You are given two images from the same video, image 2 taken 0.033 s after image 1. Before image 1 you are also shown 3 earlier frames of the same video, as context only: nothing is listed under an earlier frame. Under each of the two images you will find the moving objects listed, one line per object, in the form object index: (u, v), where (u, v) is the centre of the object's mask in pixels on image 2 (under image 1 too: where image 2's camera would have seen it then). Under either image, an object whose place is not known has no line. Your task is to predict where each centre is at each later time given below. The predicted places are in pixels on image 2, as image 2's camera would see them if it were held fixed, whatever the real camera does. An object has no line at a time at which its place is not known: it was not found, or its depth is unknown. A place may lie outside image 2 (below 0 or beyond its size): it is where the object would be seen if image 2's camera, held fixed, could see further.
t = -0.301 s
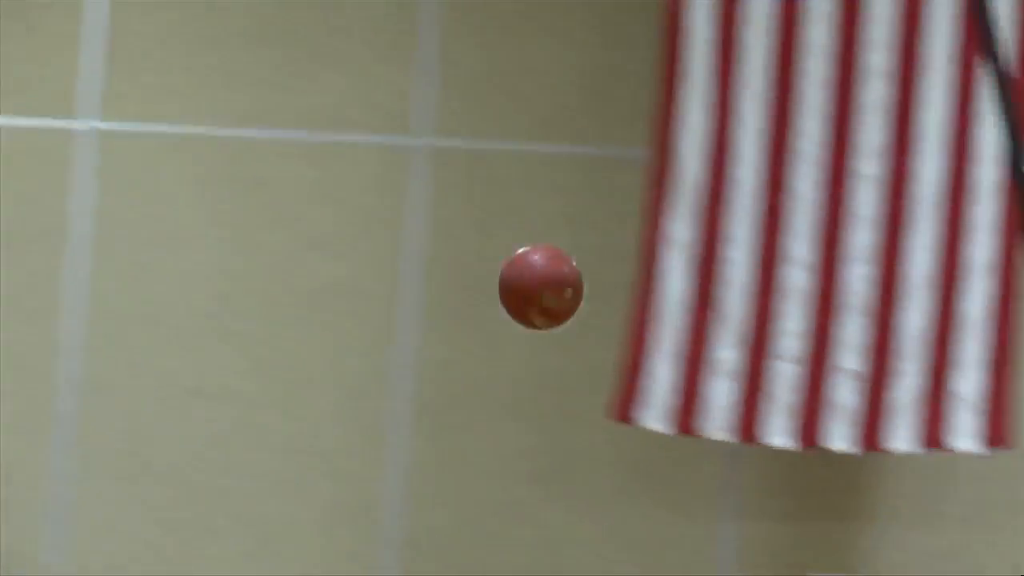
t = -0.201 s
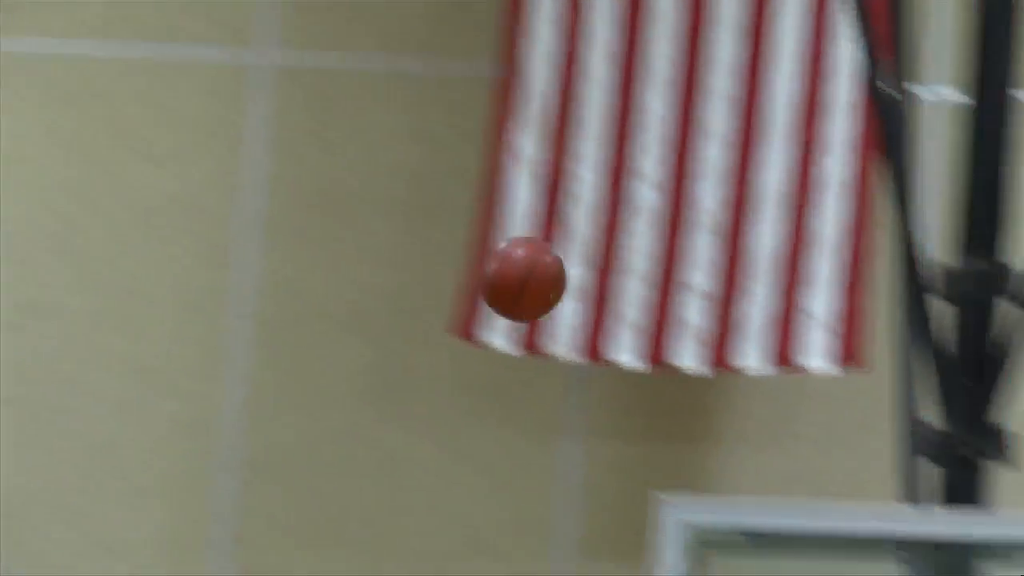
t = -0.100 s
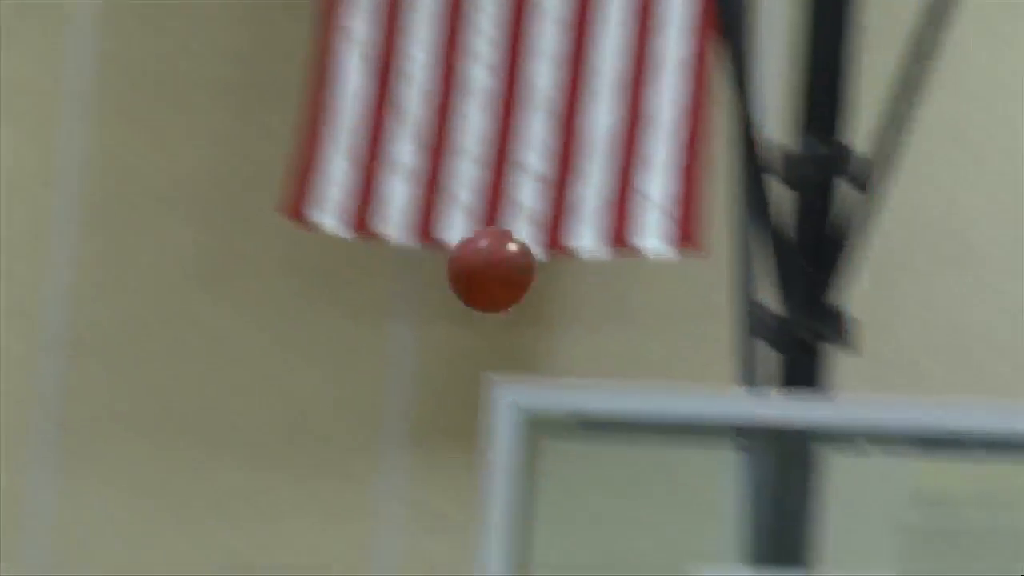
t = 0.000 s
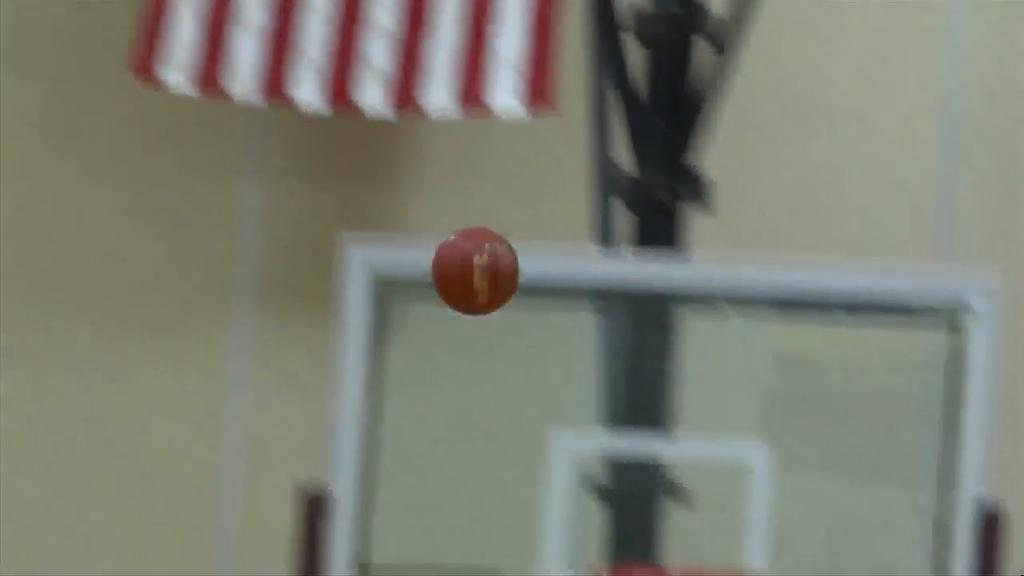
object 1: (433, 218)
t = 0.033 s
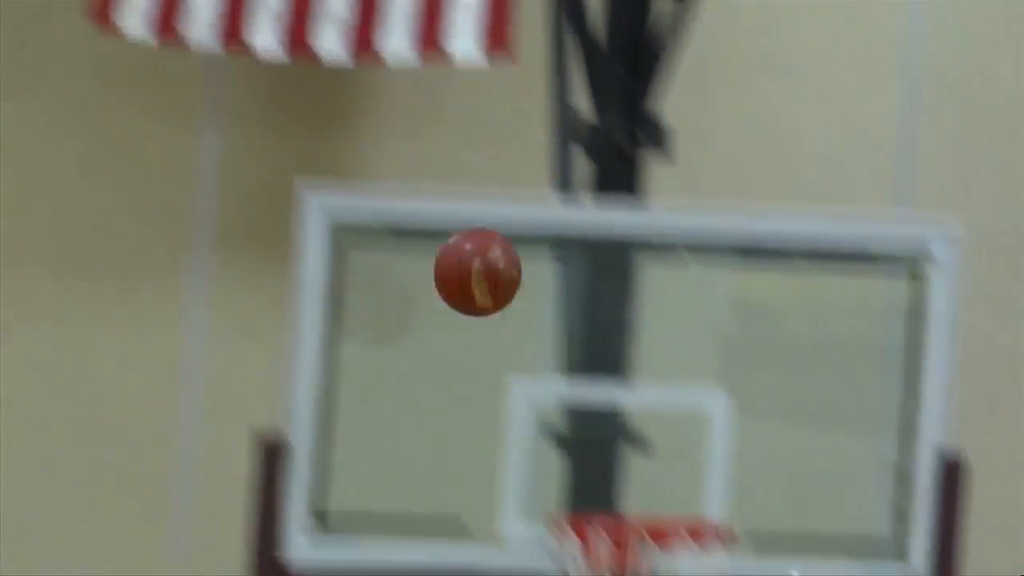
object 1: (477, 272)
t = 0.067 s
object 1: (520, 329)
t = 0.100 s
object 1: (563, 389)
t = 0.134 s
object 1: (605, 455)
